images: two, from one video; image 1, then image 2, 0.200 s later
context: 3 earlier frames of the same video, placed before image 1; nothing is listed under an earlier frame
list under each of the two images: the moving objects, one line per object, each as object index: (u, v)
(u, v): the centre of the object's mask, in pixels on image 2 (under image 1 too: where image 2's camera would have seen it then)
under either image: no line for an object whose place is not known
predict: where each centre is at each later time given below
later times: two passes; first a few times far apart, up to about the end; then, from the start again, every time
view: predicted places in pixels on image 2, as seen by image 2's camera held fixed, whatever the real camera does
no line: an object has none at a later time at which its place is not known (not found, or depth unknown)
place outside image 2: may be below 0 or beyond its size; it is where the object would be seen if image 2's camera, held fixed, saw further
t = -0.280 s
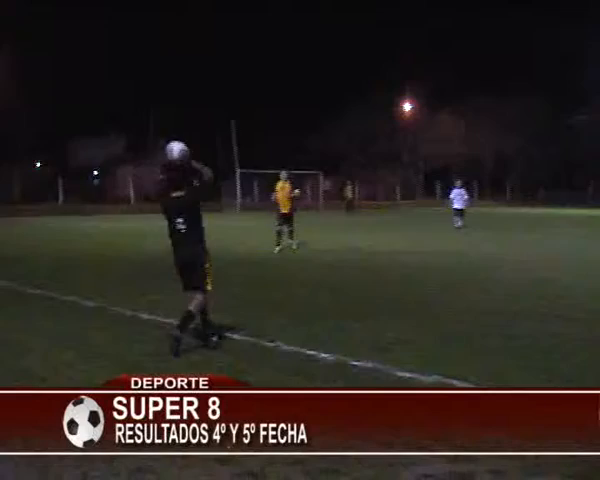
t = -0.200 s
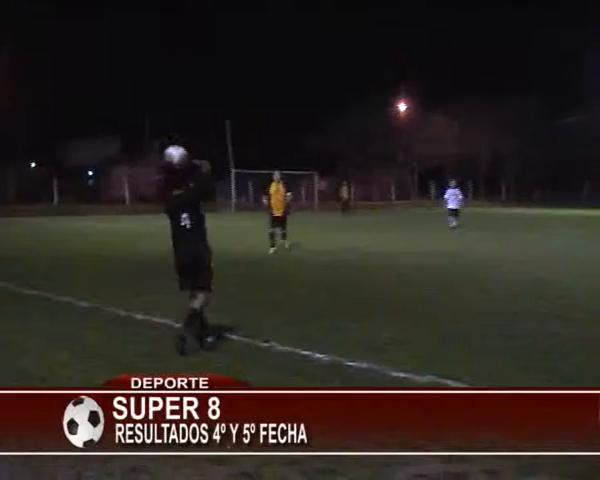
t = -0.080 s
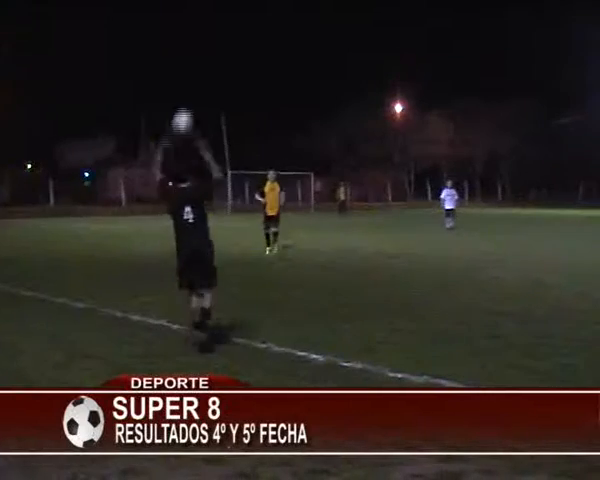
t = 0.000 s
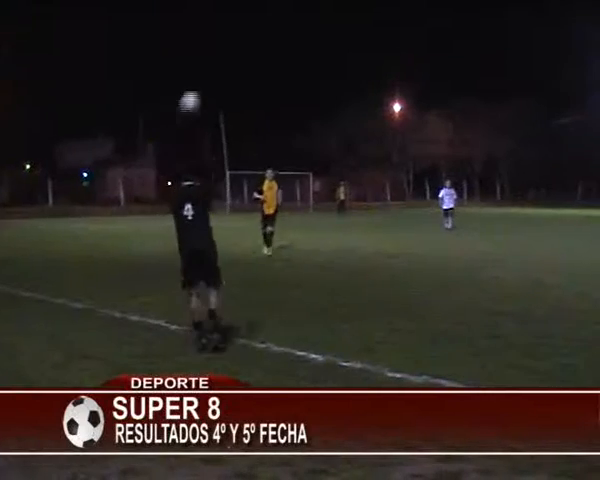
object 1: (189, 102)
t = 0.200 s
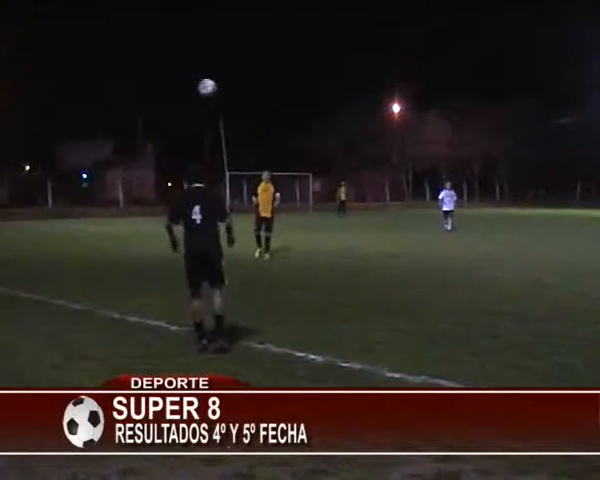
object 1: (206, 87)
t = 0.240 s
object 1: (211, 88)
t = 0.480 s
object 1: (232, 119)
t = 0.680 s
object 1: (242, 163)
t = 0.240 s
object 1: (211, 88)
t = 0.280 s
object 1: (216, 91)
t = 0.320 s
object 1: (220, 95)
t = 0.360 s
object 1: (223, 100)
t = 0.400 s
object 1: (227, 106)
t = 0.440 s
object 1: (230, 112)
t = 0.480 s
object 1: (232, 119)
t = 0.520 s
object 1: (234, 127)
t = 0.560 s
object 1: (236, 135)
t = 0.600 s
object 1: (239, 144)
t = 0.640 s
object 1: (241, 154)
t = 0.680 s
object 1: (242, 163)
